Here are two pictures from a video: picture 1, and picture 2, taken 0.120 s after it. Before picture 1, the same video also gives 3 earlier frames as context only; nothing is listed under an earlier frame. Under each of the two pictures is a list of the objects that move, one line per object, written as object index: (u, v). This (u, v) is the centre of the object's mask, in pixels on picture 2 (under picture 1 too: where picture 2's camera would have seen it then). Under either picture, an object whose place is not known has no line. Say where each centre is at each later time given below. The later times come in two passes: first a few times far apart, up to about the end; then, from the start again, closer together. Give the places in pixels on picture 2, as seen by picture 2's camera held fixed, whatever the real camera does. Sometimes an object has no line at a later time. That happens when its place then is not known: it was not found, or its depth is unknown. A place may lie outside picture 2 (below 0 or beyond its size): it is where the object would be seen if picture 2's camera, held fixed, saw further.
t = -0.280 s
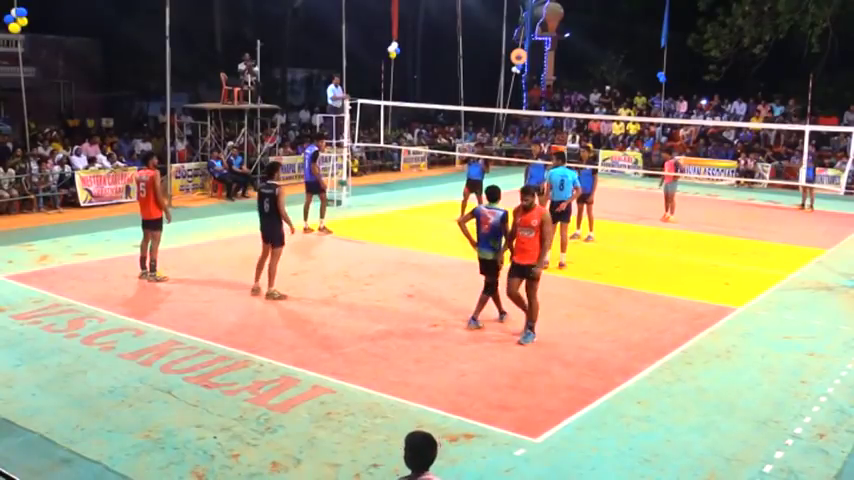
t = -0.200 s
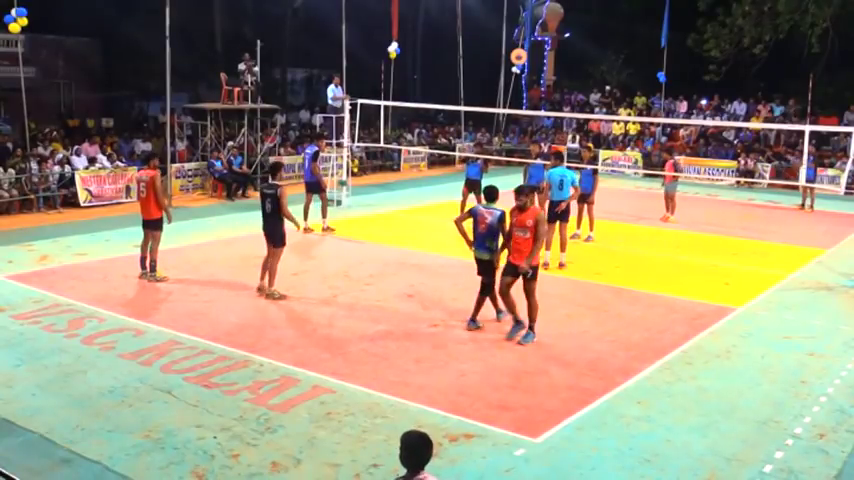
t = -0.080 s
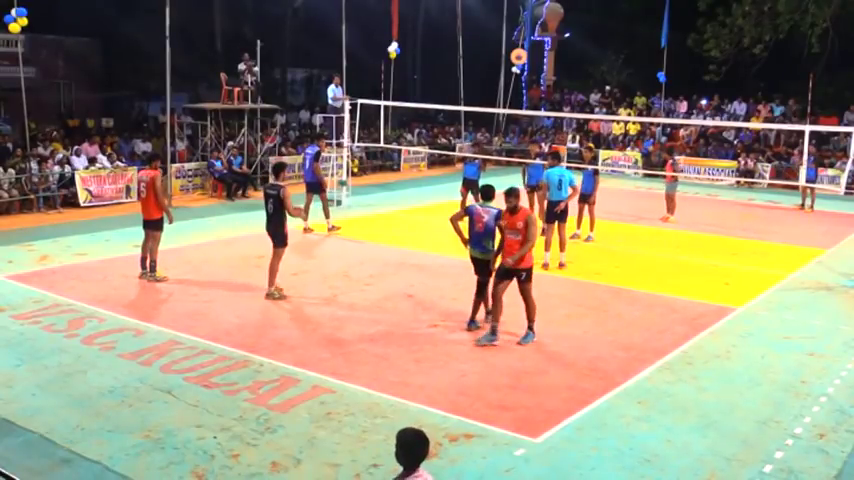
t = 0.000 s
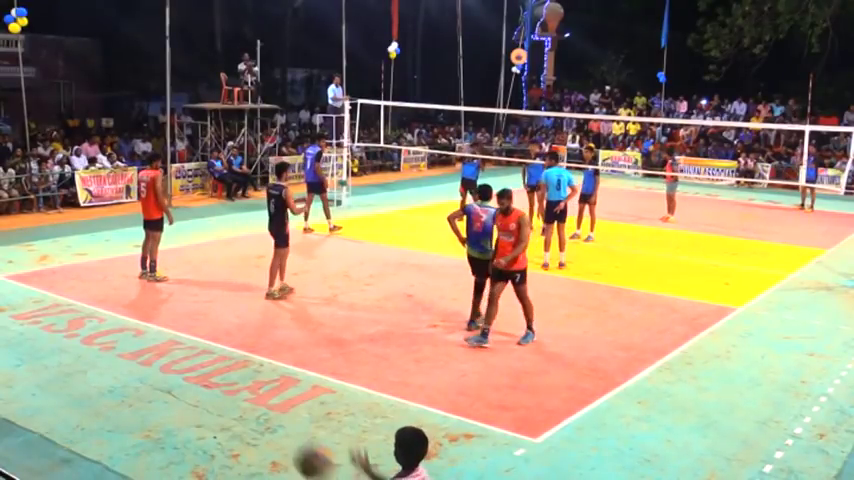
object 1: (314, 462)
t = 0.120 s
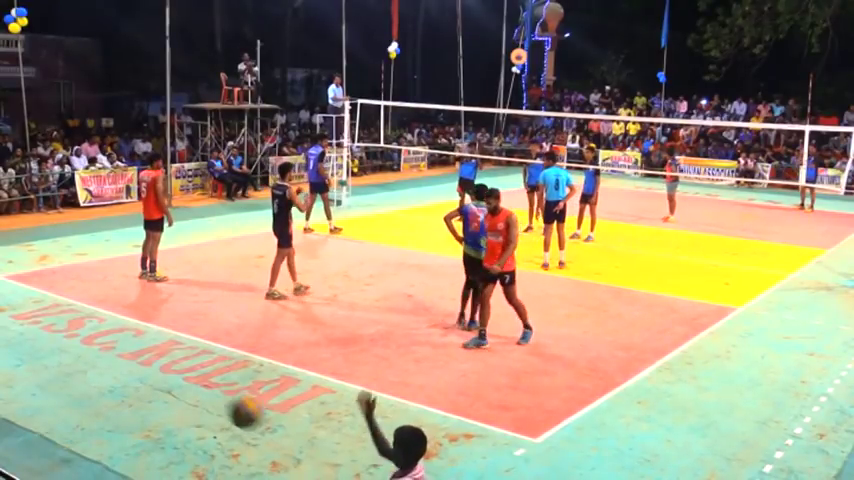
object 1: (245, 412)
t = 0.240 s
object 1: (185, 387)
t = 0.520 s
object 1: (69, 410)
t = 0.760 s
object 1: (6, 422)
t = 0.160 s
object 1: (225, 401)
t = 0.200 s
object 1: (205, 393)
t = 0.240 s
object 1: (185, 387)
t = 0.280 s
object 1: (166, 384)
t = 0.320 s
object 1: (149, 383)
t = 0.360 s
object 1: (131, 384)
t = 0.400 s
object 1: (114, 388)
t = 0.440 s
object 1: (98, 394)
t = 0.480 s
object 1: (83, 401)
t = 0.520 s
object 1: (69, 410)
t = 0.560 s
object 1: (55, 421)
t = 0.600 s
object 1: (43, 433)
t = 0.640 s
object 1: (31, 447)
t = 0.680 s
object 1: (20, 460)
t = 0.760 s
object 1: (6, 422)
